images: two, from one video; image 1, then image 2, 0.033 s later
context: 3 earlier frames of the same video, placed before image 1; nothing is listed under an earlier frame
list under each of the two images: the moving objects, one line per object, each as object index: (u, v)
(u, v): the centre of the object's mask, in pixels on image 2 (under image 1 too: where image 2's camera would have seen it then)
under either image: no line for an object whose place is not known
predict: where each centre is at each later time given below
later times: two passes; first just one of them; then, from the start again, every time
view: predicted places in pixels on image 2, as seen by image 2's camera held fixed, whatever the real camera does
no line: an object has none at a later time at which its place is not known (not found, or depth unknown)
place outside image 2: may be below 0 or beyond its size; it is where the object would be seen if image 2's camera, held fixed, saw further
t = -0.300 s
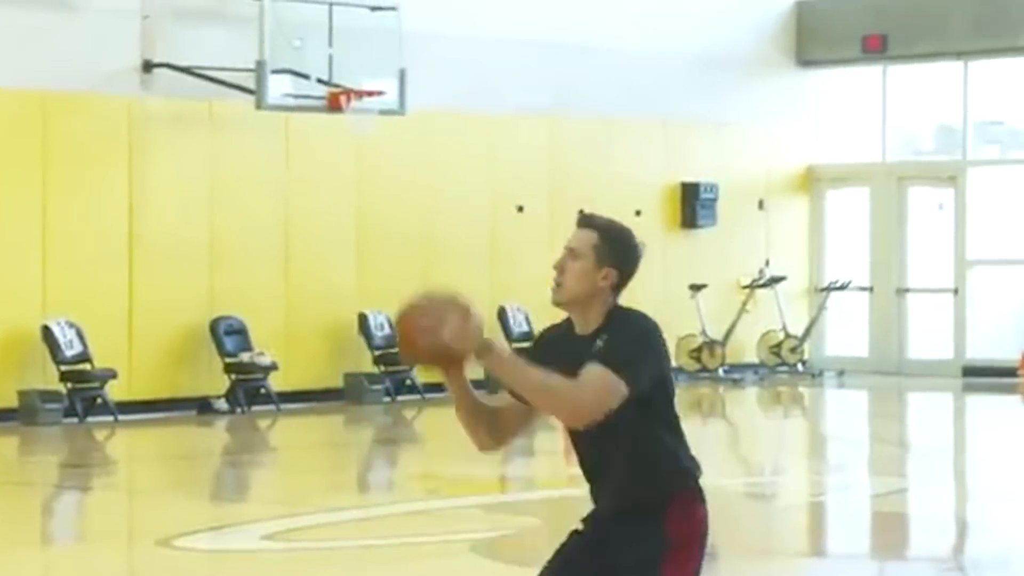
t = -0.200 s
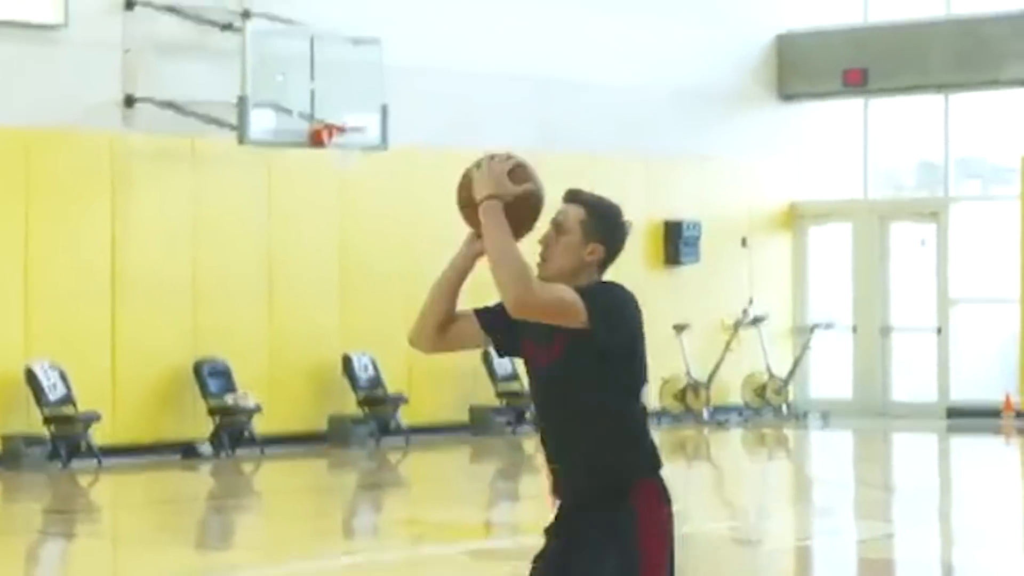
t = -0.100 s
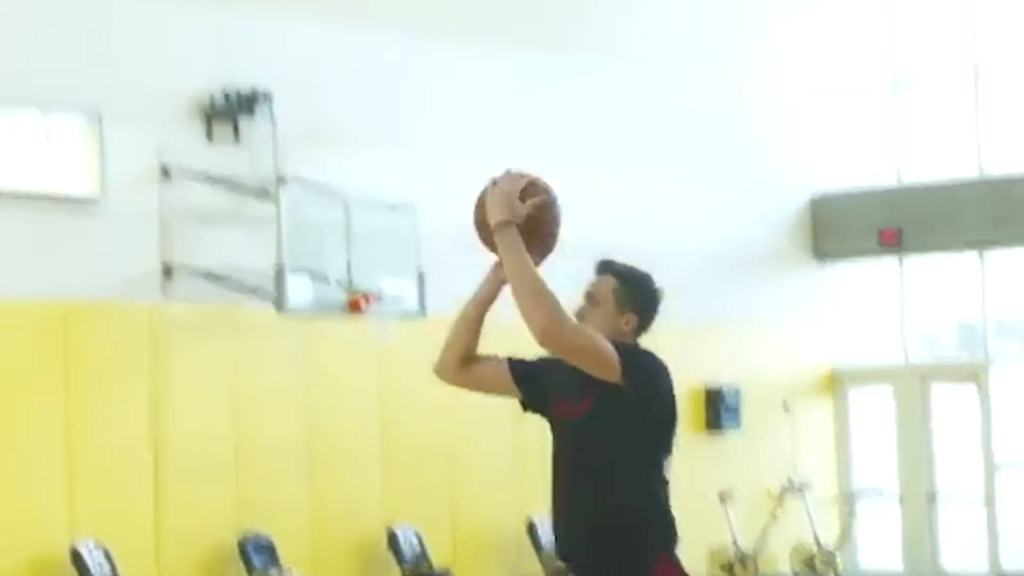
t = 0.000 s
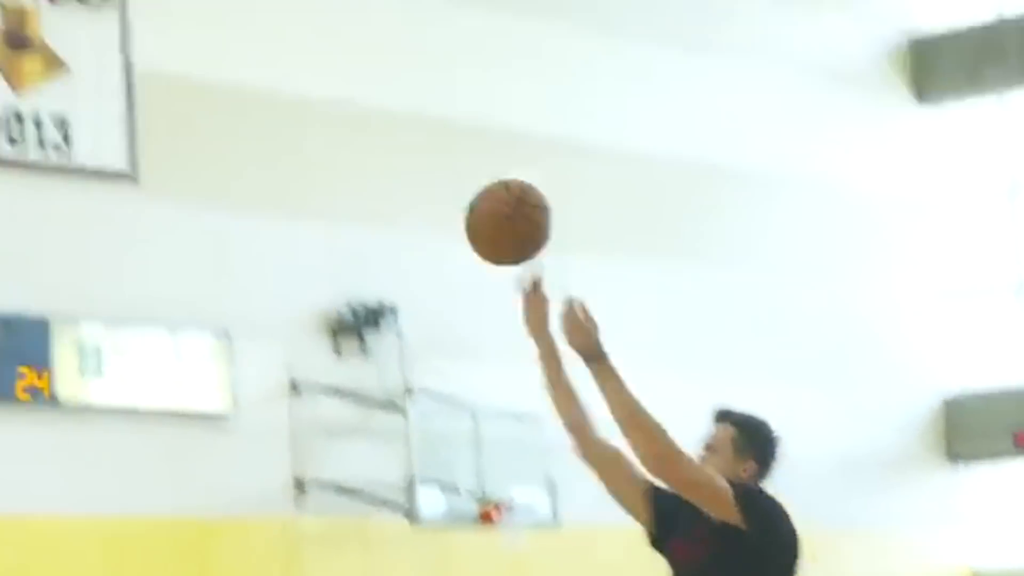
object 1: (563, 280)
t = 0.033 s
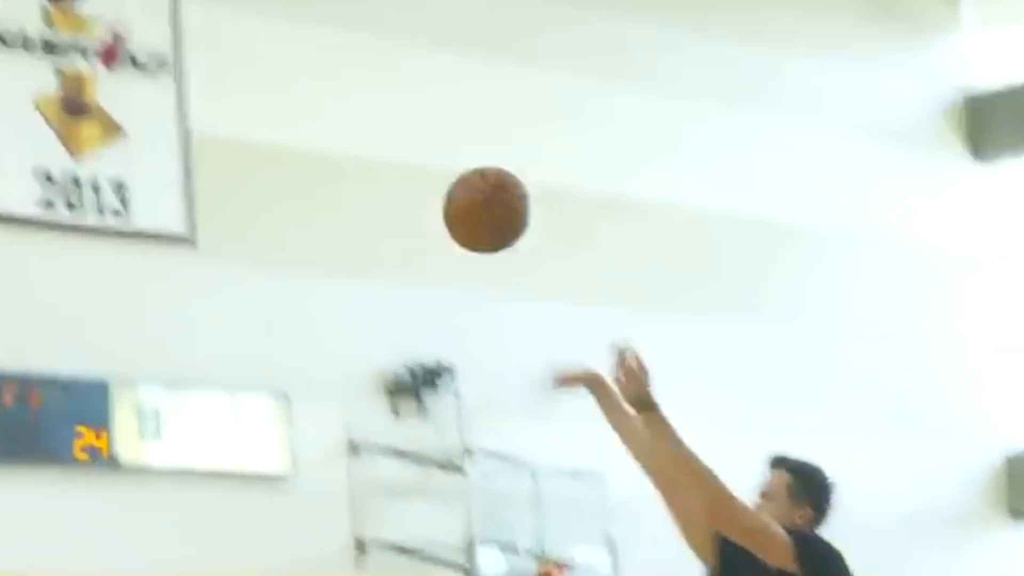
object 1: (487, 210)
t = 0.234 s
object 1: (2, -162)
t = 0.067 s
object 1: (409, 142)
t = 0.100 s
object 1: (329, 77)
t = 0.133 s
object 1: (250, 15)
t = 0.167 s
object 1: (171, -45)
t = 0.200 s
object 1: (89, -103)
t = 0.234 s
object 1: (2, -162)
